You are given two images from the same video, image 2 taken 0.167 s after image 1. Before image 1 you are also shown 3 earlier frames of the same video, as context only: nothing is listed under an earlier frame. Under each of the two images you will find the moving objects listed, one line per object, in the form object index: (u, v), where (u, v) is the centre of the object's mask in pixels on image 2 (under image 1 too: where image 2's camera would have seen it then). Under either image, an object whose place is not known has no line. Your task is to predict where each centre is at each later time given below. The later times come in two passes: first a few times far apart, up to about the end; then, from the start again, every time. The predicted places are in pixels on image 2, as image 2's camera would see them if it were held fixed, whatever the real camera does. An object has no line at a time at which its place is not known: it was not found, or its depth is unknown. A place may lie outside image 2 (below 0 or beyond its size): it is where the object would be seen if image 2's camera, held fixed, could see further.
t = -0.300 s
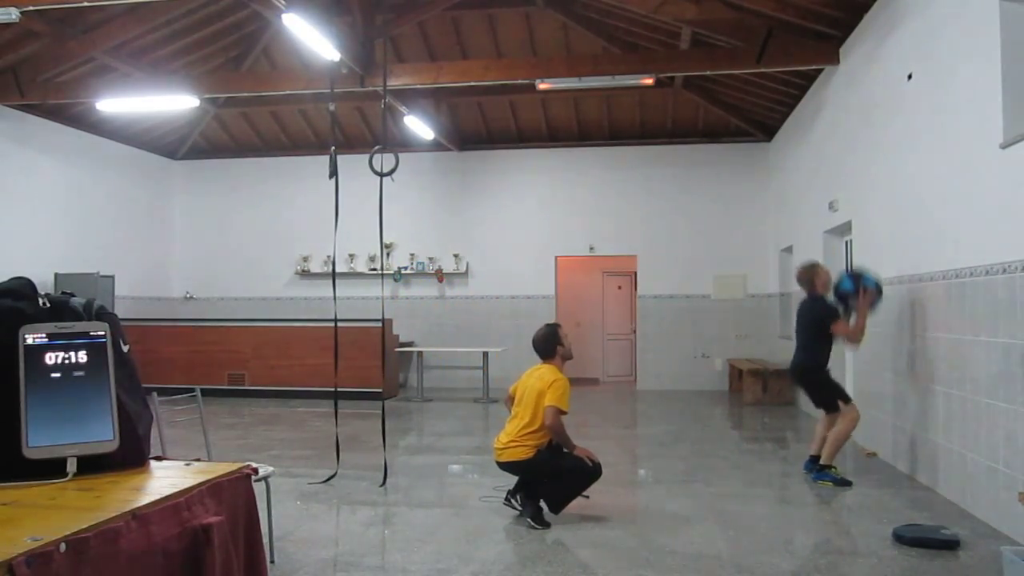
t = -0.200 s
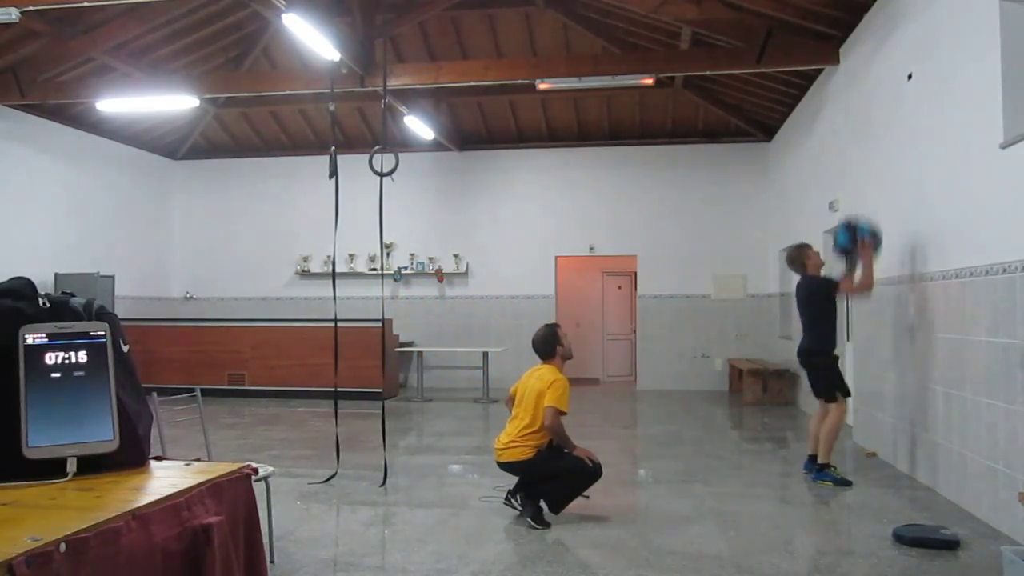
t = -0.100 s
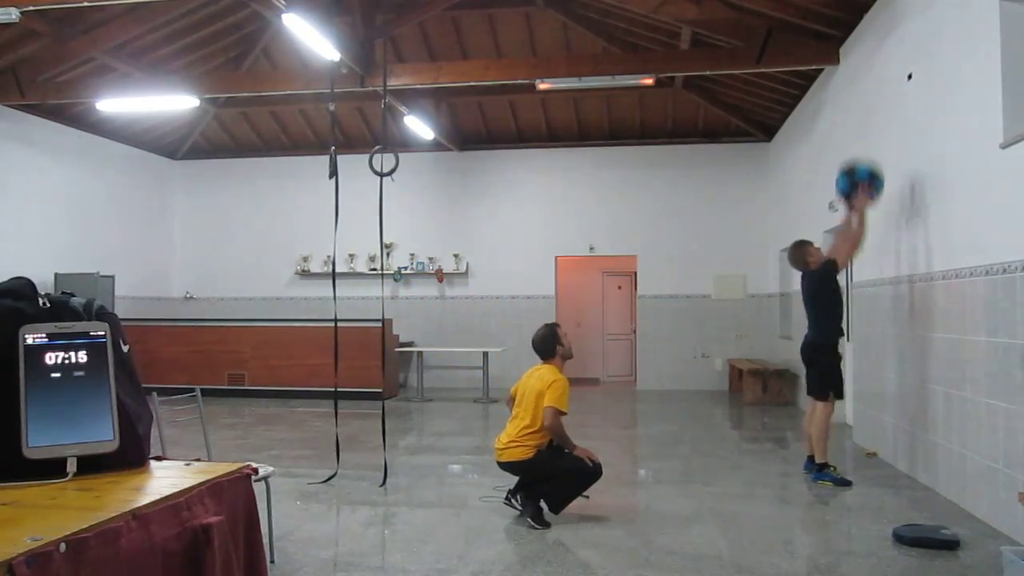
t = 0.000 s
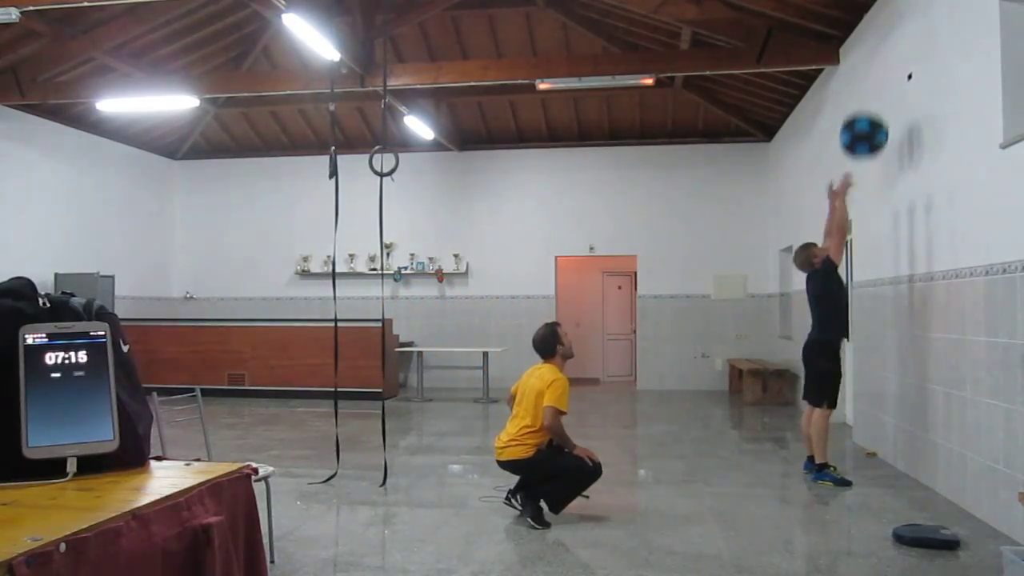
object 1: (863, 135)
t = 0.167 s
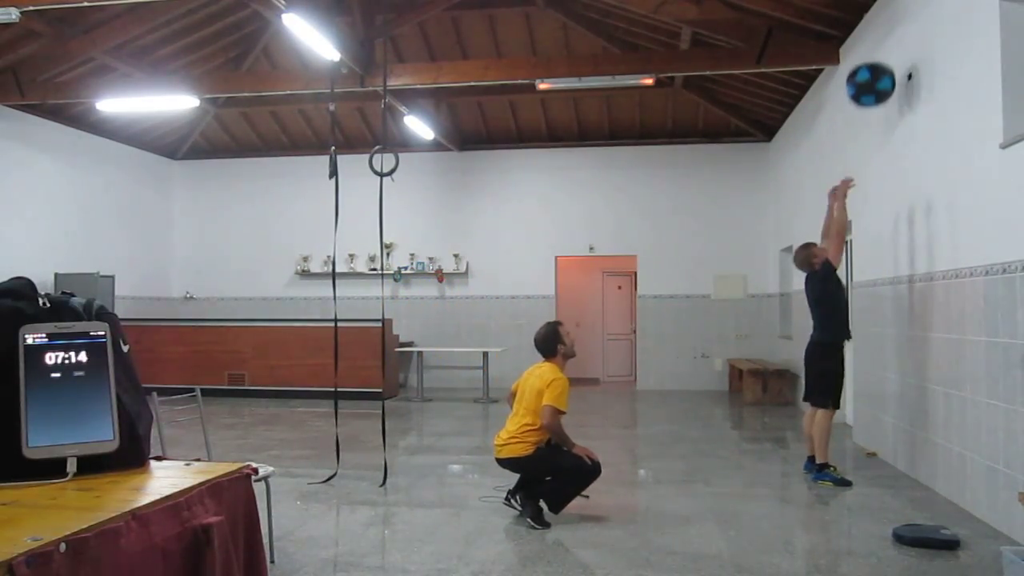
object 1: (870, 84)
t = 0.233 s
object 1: (874, 74)
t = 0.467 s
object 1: (885, 81)
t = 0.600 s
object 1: (887, 111)
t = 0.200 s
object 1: (872, 78)
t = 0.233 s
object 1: (874, 74)
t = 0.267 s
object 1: (875, 70)
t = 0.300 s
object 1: (877, 69)
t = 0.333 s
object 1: (879, 68)
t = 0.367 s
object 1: (880, 69)
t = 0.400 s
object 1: (882, 72)
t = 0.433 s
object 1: (884, 76)
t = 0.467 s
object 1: (885, 81)
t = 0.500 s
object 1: (888, 86)
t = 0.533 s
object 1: (887, 93)
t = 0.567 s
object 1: (887, 101)
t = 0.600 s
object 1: (887, 111)
